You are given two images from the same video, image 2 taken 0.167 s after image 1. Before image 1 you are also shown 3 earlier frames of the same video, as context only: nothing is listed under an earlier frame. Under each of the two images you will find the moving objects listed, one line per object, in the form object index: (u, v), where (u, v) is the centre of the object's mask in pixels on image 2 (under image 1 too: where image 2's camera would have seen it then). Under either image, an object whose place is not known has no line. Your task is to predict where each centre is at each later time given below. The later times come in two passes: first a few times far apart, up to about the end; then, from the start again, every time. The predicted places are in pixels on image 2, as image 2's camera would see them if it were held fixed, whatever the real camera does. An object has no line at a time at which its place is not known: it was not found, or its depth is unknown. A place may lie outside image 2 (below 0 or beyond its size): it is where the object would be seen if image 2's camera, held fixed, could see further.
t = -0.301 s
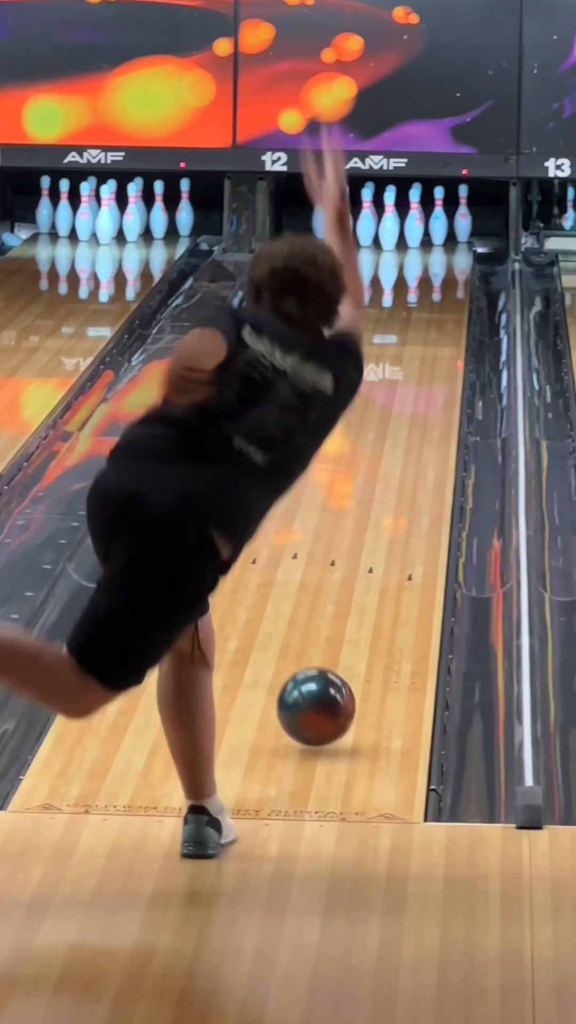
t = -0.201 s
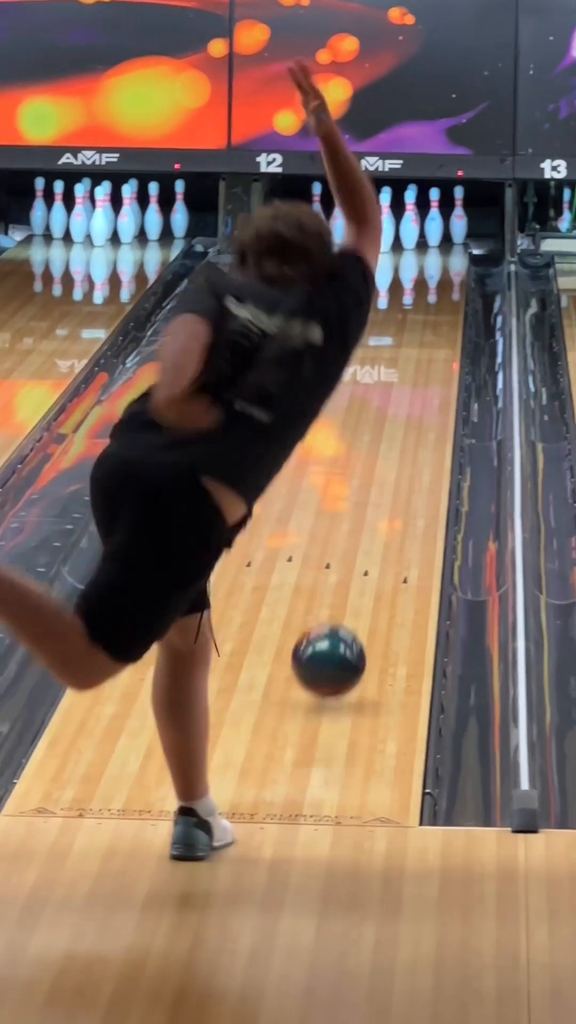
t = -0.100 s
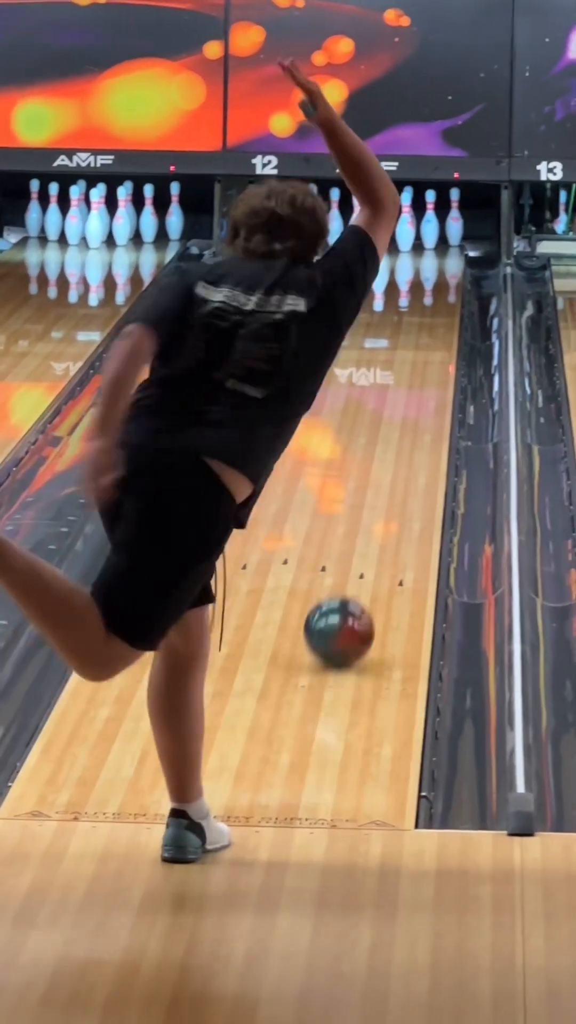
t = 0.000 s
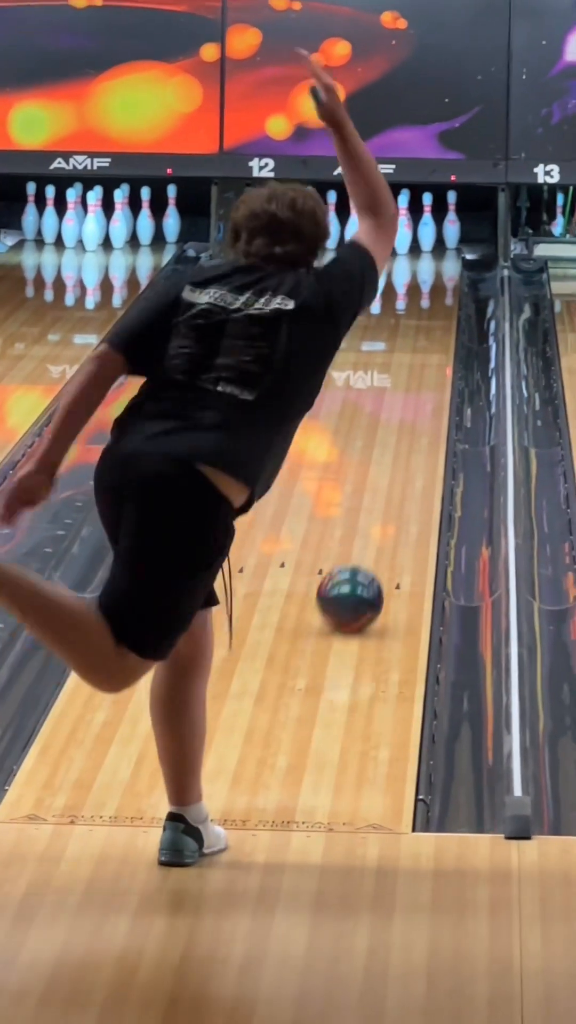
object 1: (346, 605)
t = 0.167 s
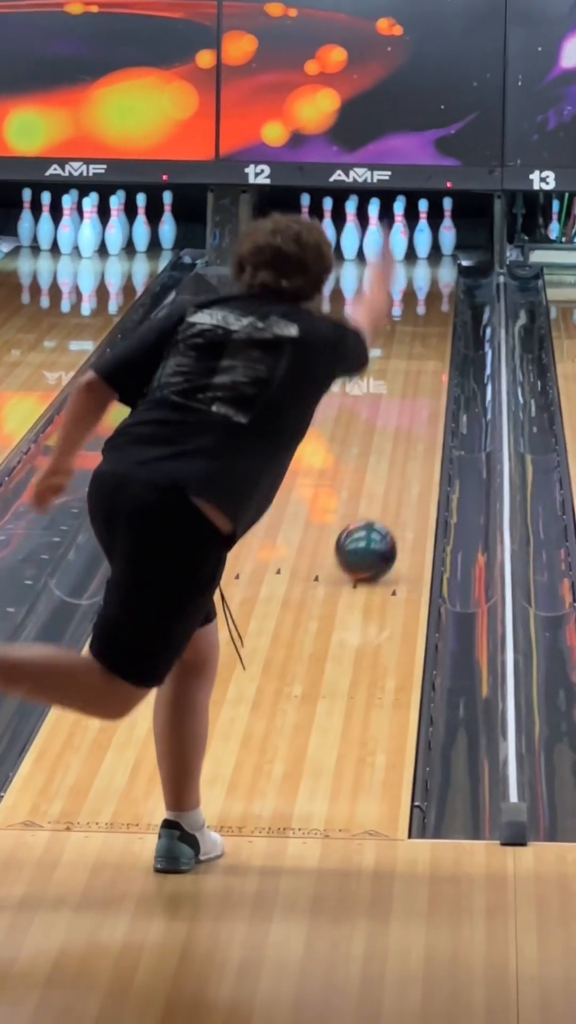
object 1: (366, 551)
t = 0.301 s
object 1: (387, 511)
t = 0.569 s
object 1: (399, 451)
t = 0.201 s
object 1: (369, 541)
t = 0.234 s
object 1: (372, 532)
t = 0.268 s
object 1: (375, 524)
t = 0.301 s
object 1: (387, 511)
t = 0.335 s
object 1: (383, 505)
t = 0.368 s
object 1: (384, 497)
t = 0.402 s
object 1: (387, 489)
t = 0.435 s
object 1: (389, 481)
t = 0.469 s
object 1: (392, 474)
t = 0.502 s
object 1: (394, 466)
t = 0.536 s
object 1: (397, 458)
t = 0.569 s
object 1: (399, 451)
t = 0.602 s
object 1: (400, 445)
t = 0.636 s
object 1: (402, 438)
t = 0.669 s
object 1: (404, 432)
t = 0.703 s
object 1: (406, 425)
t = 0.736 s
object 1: (408, 419)
